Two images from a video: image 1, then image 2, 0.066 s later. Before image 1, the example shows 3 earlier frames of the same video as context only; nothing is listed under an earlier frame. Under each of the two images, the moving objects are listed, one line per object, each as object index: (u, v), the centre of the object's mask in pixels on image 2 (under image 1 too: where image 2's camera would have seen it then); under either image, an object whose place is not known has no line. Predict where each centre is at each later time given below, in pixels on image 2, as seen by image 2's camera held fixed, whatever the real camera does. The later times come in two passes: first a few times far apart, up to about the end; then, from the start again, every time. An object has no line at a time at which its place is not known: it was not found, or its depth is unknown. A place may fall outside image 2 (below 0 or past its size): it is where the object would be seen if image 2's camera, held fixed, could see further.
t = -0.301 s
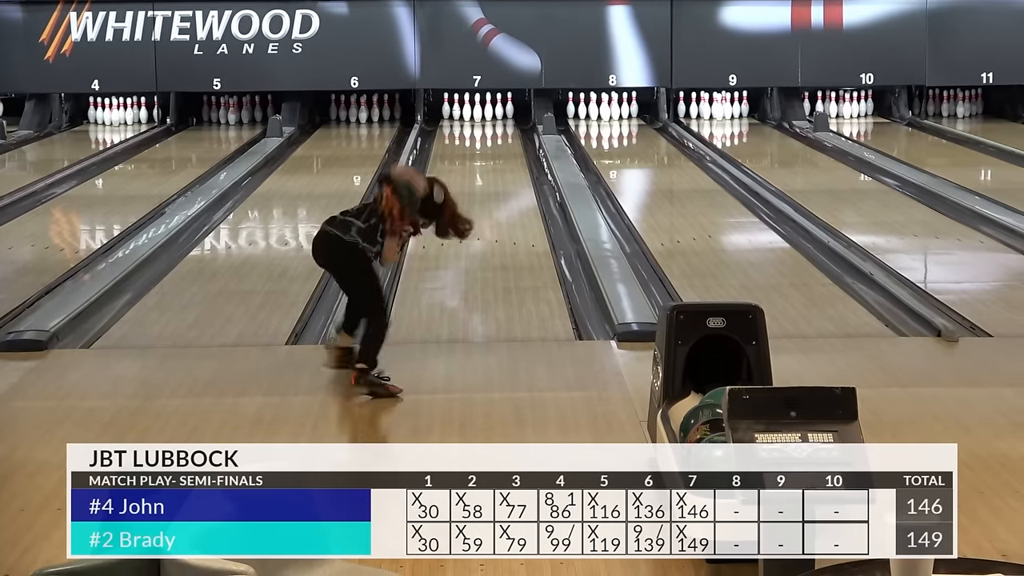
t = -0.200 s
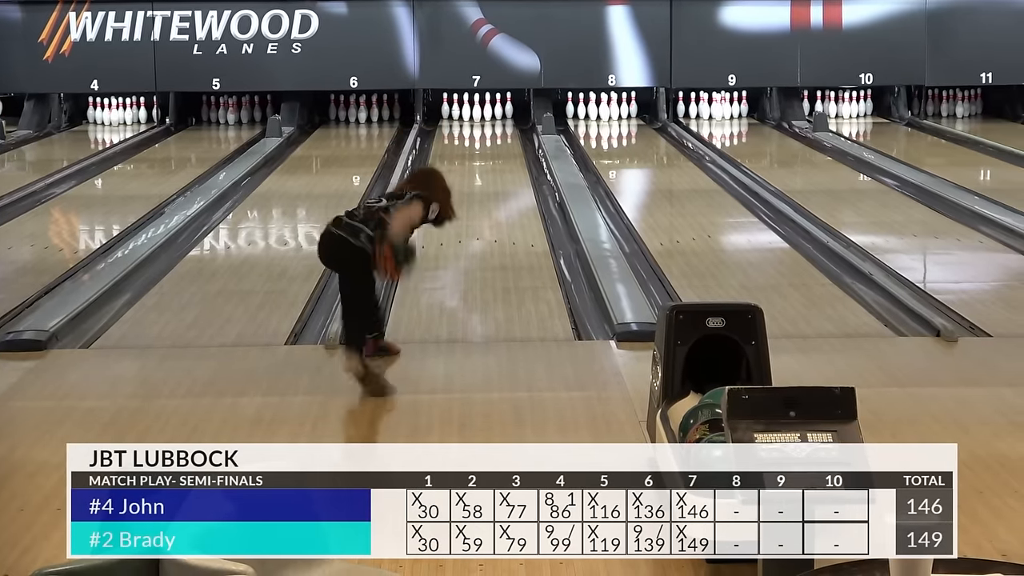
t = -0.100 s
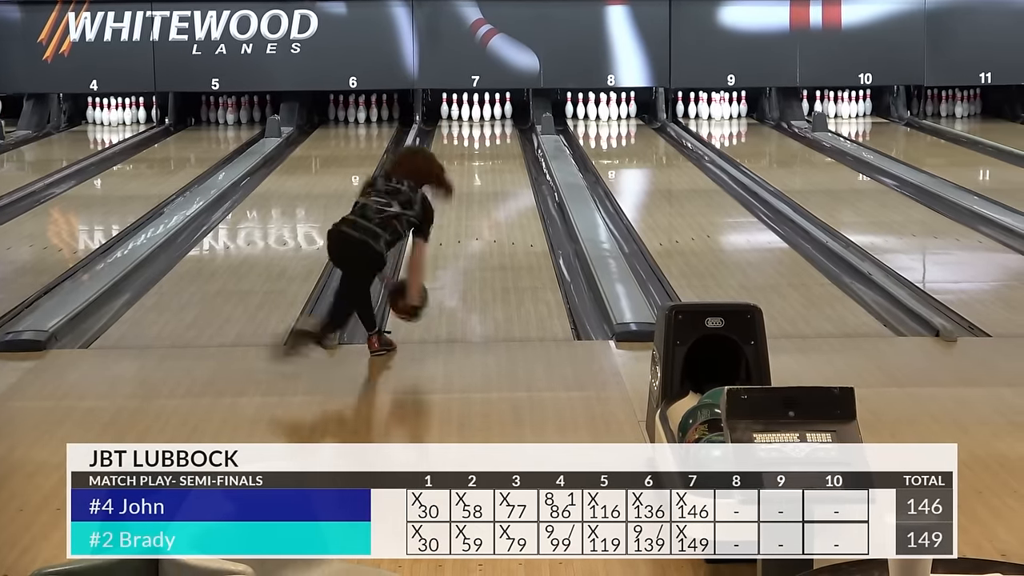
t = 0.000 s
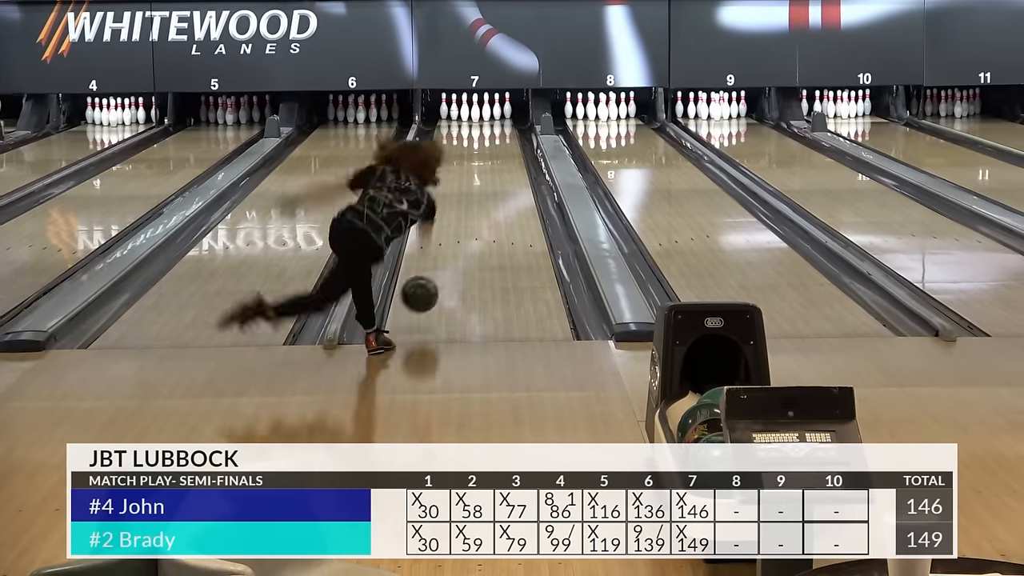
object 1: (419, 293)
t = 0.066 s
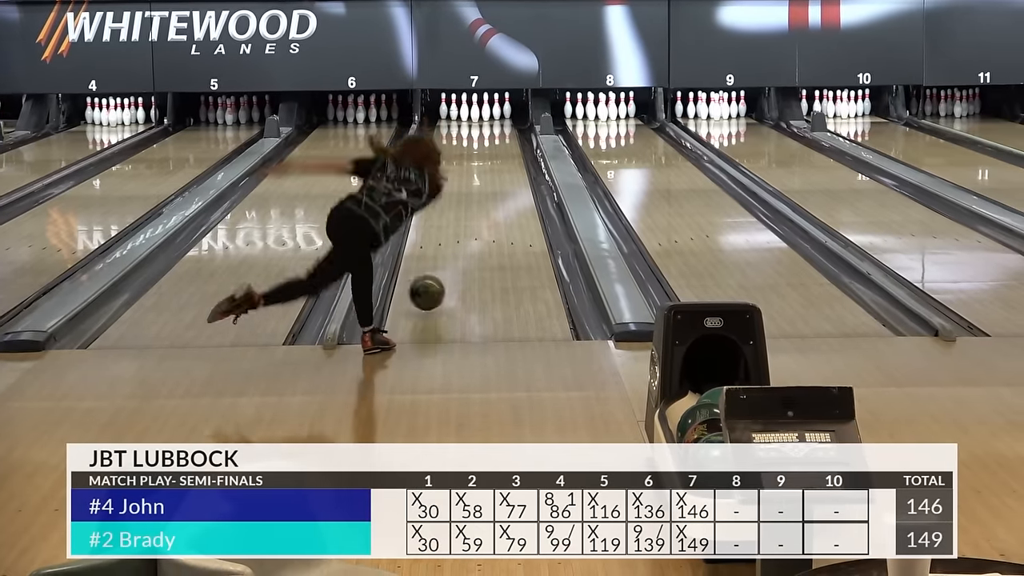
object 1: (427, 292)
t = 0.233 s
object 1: (443, 265)
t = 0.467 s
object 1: (460, 230)
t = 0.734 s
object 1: (474, 200)
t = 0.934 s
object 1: (482, 181)
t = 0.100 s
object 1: (431, 287)
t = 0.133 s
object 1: (434, 280)
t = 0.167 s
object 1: (437, 275)
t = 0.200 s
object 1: (440, 270)
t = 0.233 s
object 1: (443, 265)
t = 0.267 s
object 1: (446, 260)
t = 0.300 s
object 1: (448, 254)
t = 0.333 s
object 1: (451, 248)
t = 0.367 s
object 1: (453, 244)
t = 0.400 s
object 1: (456, 239)
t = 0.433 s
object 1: (458, 235)
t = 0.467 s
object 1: (460, 230)
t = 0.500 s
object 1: (462, 226)
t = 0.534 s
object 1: (464, 222)
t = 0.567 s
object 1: (466, 218)
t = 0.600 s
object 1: (467, 215)
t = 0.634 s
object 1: (469, 211)
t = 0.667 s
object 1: (471, 207)
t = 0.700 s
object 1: (472, 204)
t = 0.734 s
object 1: (474, 200)
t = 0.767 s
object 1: (475, 197)
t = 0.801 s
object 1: (477, 194)
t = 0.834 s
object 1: (478, 191)
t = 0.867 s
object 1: (480, 188)
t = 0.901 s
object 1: (480, 185)
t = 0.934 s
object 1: (482, 181)
